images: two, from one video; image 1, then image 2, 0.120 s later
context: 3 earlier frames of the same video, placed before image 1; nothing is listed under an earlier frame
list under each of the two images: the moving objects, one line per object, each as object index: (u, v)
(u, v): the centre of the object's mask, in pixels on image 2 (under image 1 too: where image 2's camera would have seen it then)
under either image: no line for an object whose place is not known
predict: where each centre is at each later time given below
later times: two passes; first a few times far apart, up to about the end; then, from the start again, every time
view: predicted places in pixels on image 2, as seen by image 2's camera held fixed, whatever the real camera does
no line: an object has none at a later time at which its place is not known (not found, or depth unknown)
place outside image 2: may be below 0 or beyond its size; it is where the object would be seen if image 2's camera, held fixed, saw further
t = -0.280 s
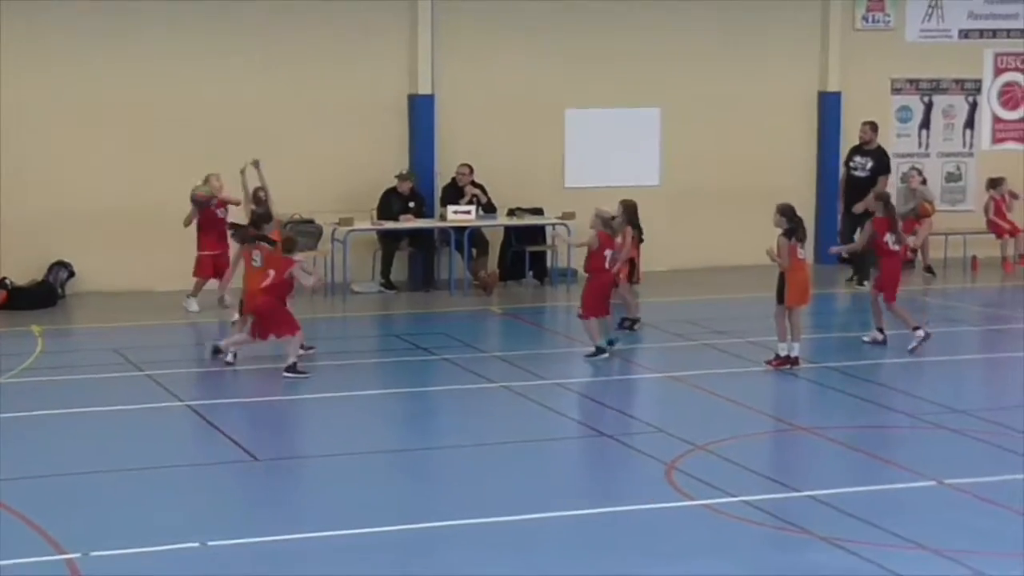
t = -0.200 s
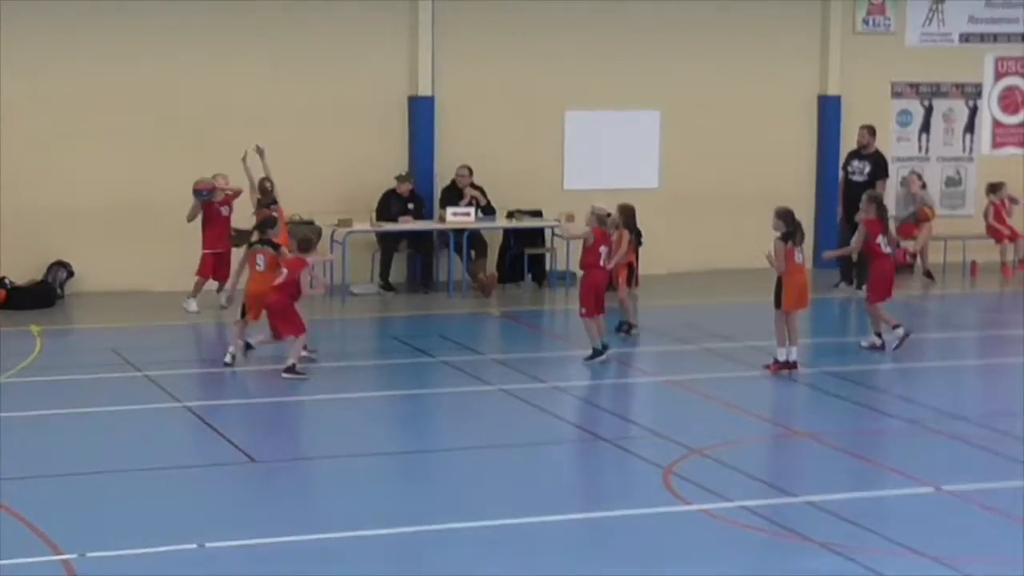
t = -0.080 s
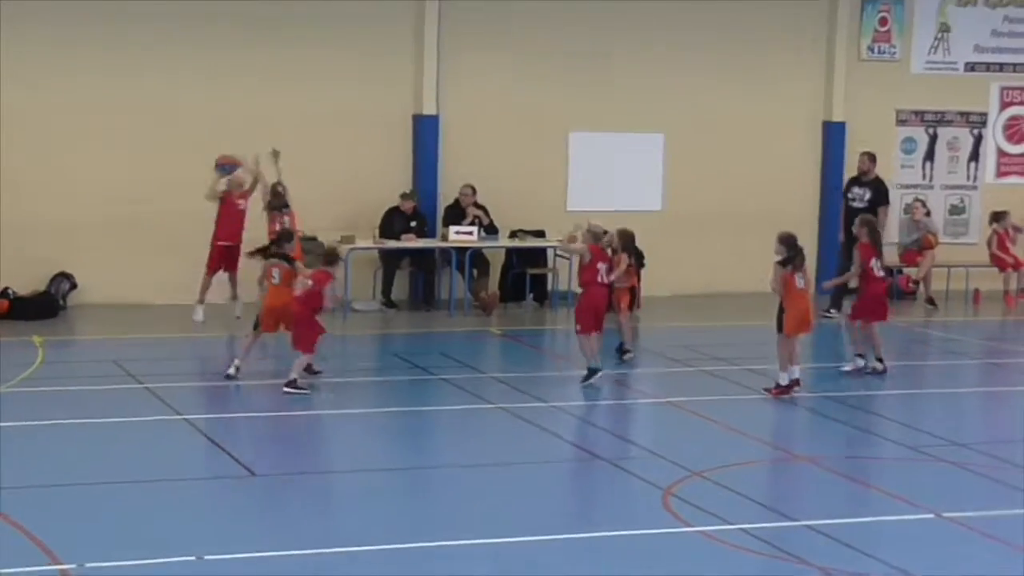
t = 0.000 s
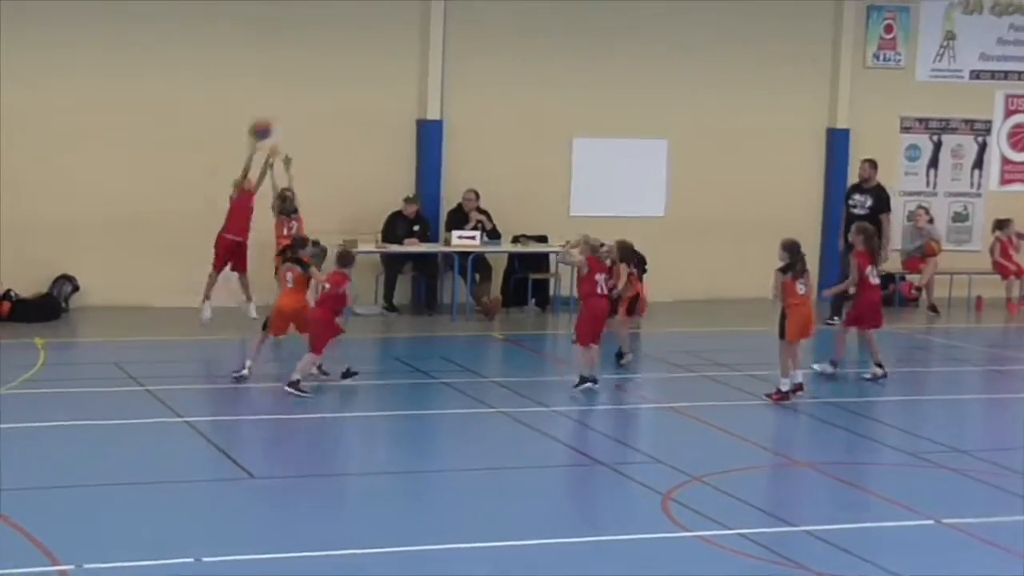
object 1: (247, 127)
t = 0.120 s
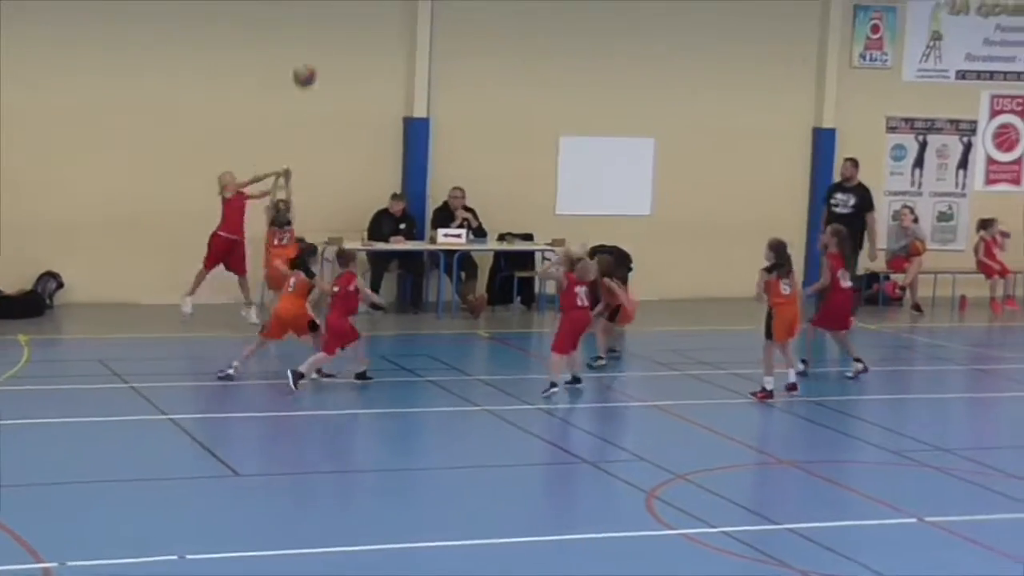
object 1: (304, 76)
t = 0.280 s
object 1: (382, 28)
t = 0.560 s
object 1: (519, 12)
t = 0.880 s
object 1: (670, 95)
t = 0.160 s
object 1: (324, 62)
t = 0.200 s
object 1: (343, 49)
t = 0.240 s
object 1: (363, 38)
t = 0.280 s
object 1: (382, 28)
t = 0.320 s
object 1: (402, 22)
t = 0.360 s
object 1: (421, 17)
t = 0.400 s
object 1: (441, 11)
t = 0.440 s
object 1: (461, 10)
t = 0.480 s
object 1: (480, 9)
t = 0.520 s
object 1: (500, 10)
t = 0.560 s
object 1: (519, 12)
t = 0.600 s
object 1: (540, 15)
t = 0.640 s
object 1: (558, 20)
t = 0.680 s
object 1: (576, 30)
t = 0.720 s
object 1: (596, 39)
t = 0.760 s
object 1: (615, 50)
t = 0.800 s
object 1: (633, 64)
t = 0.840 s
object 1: (652, 78)
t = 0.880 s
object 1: (670, 95)
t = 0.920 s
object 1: (690, 113)
